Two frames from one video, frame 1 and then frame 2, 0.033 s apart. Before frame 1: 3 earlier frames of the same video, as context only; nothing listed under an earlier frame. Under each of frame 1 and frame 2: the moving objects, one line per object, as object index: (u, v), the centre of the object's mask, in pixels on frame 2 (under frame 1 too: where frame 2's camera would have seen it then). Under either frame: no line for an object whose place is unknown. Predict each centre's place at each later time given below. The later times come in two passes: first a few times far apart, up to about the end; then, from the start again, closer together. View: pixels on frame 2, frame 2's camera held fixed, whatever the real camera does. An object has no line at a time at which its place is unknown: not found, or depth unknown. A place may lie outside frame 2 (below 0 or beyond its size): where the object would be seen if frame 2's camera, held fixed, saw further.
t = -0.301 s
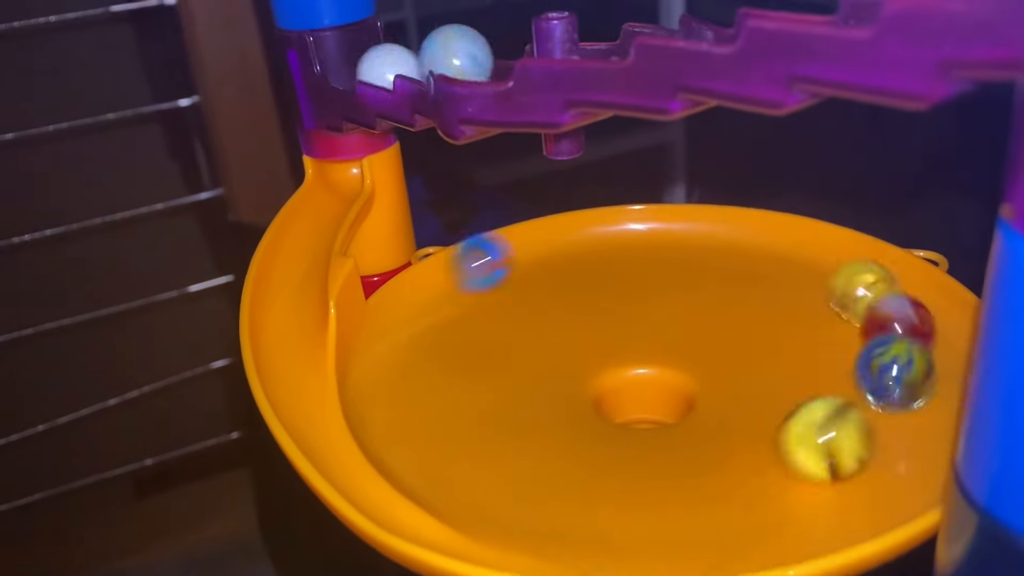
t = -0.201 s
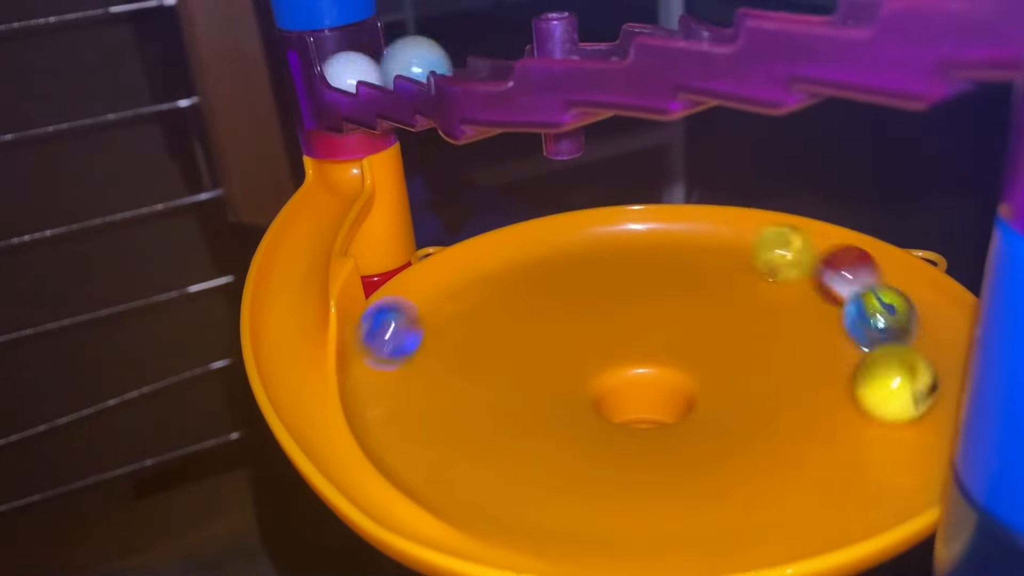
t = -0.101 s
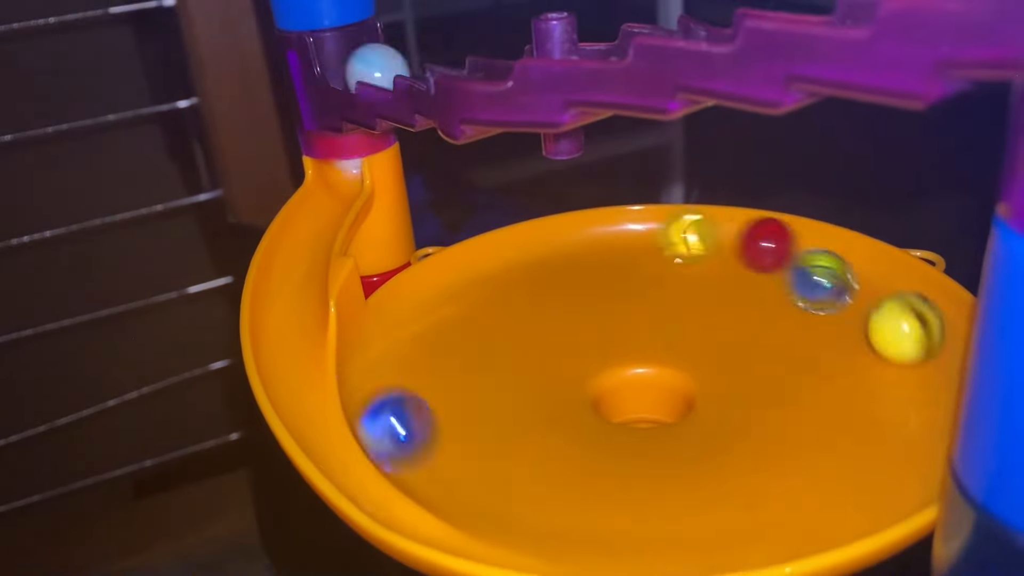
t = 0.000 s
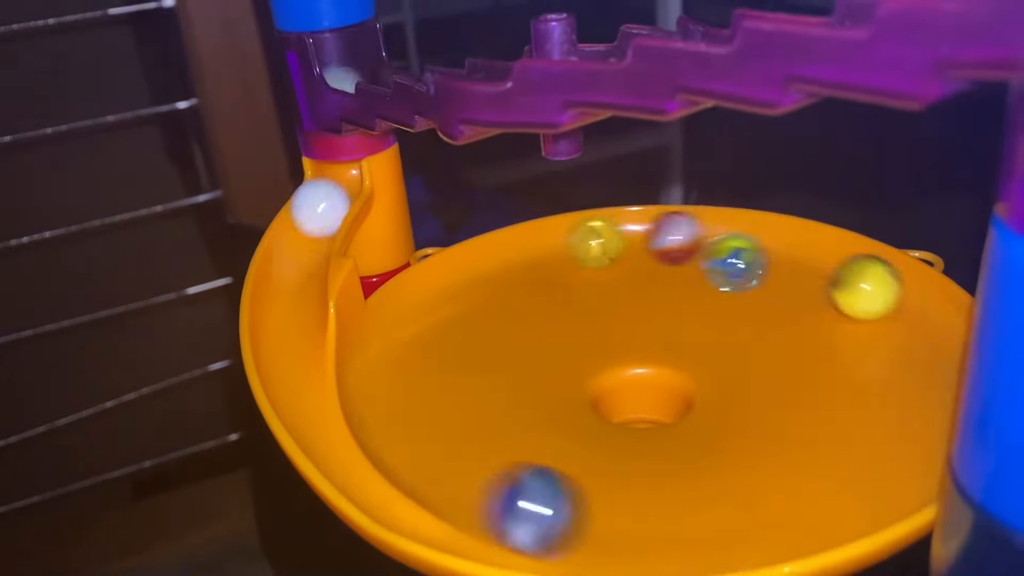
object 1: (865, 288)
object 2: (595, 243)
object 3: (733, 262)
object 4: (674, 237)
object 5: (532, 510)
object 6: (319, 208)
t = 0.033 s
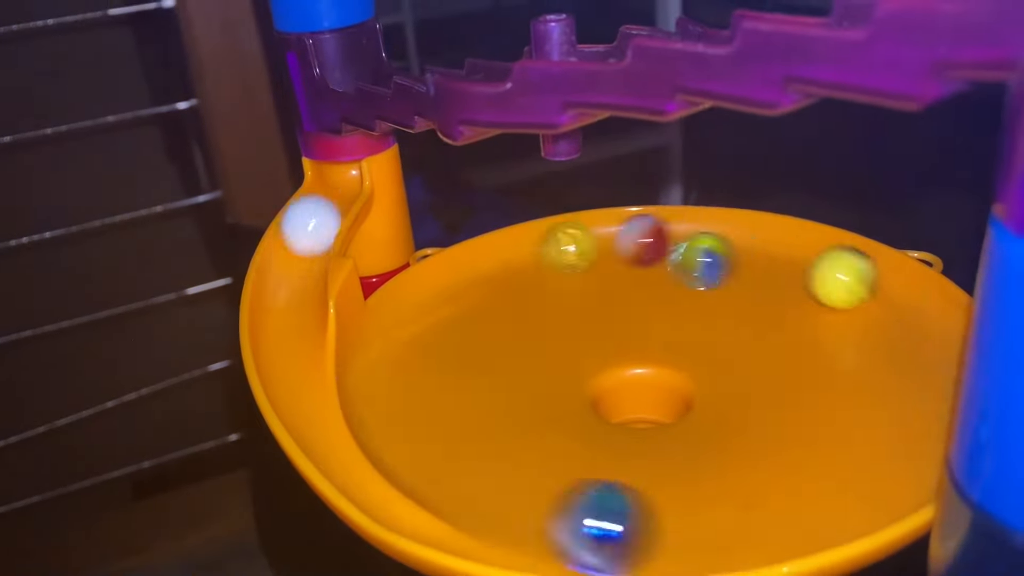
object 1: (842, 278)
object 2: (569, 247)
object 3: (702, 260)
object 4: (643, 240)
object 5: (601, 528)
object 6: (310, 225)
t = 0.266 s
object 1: (635, 263)
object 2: (433, 337)
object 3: (519, 300)
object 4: (459, 296)
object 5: (932, 394)
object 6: (360, 453)
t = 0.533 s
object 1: (446, 343)
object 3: (524, 431)
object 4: (453, 442)
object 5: (746, 233)
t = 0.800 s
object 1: (545, 462)
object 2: (886, 426)
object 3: (793, 410)
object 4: (768, 468)
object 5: (451, 282)
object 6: (635, 227)
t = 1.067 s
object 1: (818, 400)
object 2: (834, 280)
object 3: (745, 291)
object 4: (874, 323)
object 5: (450, 464)
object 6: (380, 402)
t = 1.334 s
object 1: (772, 271)
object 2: (604, 249)
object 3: (561, 280)
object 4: (706, 250)
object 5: (902, 437)
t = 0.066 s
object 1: (817, 270)
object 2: (542, 256)
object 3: (673, 261)
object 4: (615, 245)
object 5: (679, 535)
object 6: (300, 246)
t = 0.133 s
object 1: (758, 261)
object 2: (493, 275)
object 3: (614, 266)
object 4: (560, 257)
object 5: (810, 512)
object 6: (288, 298)
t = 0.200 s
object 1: (699, 258)
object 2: (455, 303)
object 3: (559, 279)
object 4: (502, 275)
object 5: (900, 458)
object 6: (300, 367)
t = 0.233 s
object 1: (666, 259)
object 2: (442, 319)
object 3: (537, 289)
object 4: (480, 285)
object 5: (920, 427)
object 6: (322, 409)
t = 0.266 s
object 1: (635, 263)
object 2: (433, 337)
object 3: (519, 300)
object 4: (459, 296)
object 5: (932, 394)
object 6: (360, 453)
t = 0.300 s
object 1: (604, 268)
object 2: (427, 356)
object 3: (501, 316)
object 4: (440, 308)
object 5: (940, 360)
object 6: (421, 498)
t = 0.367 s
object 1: (547, 281)
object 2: (432, 398)
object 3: (482, 349)
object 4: (412, 344)
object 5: (926, 309)
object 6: (597, 534)
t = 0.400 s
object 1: (521, 289)
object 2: (445, 418)
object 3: (479, 364)
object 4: (406, 367)
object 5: (897, 284)
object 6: (699, 532)
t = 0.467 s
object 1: (478, 313)
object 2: (491, 455)
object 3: (492, 394)
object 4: (415, 404)
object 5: (826, 253)
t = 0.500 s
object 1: (460, 329)
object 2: (524, 472)
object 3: (505, 411)
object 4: (430, 424)
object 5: (789, 242)
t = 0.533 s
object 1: (446, 343)
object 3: (524, 431)
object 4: (453, 442)
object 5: (746, 233)
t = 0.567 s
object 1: (439, 358)
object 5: (704, 230)
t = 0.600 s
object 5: (663, 229)
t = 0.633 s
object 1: (438, 393)
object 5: (622, 230)
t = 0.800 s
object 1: (545, 462)
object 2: (886, 426)
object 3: (793, 410)
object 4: (768, 468)
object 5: (451, 282)
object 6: (635, 227)
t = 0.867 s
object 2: (910, 385)
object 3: (810, 377)
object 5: (404, 321)
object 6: (531, 245)
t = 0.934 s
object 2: (906, 343)
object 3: (809, 347)
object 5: (380, 369)
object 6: (443, 281)
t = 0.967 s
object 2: (897, 323)
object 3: (799, 330)
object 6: (410, 306)
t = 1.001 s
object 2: (880, 305)
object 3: (784, 315)
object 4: (883, 359)
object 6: (387, 335)
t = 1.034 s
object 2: (858, 290)
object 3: (766, 302)
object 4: (881, 339)
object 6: (375, 366)
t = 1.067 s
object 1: (818, 400)
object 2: (834, 280)
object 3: (745, 291)
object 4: (874, 323)
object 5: (450, 464)
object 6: (380, 402)
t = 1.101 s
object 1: (831, 381)
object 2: (810, 271)
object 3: (721, 281)
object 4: (863, 307)
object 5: (496, 483)
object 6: (403, 437)
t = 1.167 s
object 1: (837, 343)
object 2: (752, 255)
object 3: (670, 268)
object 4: (830, 280)
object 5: (615, 503)
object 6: (497, 498)
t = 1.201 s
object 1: (831, 324)
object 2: (724, 251)
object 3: (645, 267)
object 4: (808, 268)
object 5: (677, 502)
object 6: (563, 520)
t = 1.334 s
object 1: (772, 271)
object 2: (604, 249)
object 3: (561, 280)
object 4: (706, 250)
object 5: (902, 437)
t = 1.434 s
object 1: (705, 254)
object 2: (525, 262)
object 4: (624, 254)
